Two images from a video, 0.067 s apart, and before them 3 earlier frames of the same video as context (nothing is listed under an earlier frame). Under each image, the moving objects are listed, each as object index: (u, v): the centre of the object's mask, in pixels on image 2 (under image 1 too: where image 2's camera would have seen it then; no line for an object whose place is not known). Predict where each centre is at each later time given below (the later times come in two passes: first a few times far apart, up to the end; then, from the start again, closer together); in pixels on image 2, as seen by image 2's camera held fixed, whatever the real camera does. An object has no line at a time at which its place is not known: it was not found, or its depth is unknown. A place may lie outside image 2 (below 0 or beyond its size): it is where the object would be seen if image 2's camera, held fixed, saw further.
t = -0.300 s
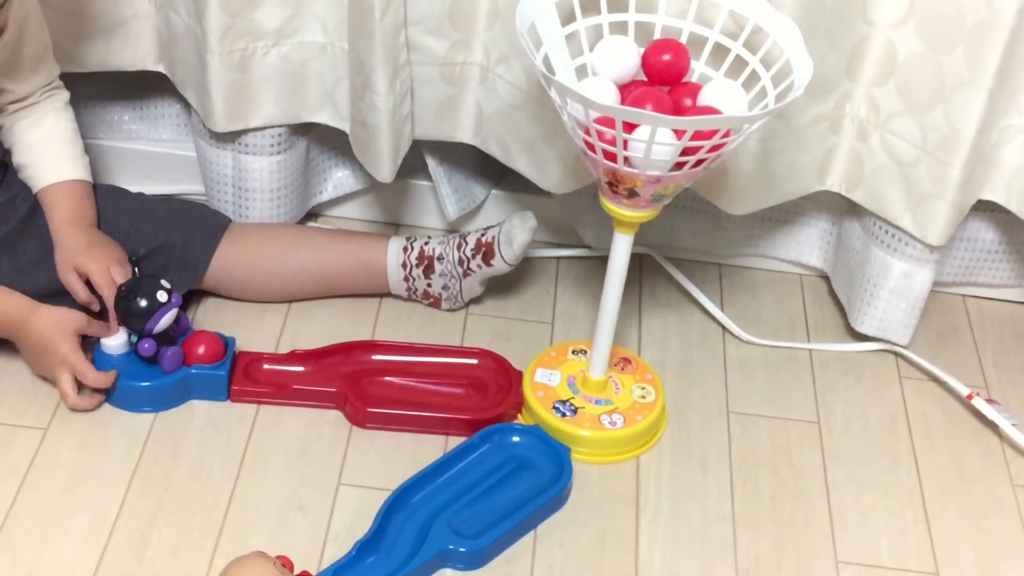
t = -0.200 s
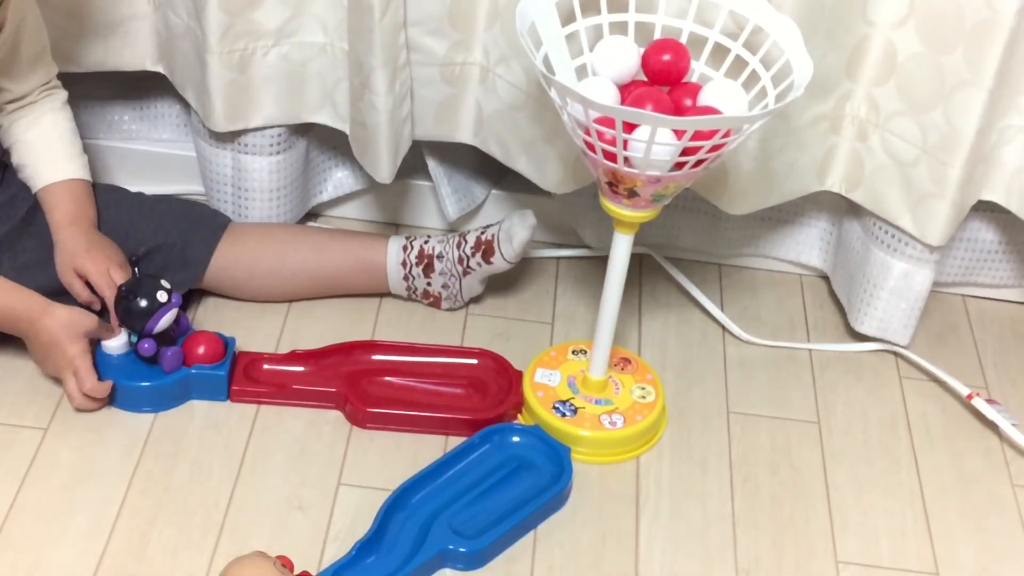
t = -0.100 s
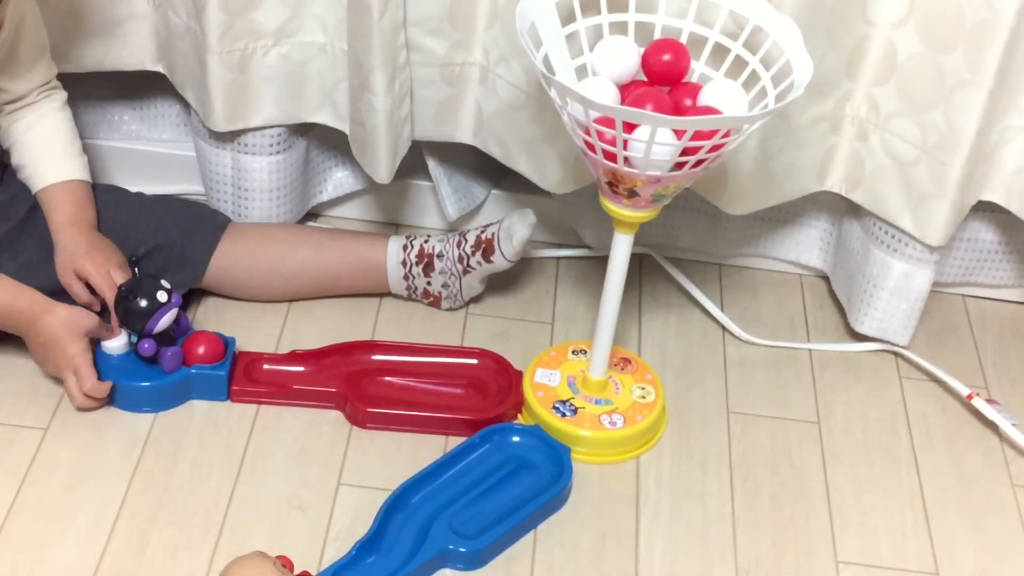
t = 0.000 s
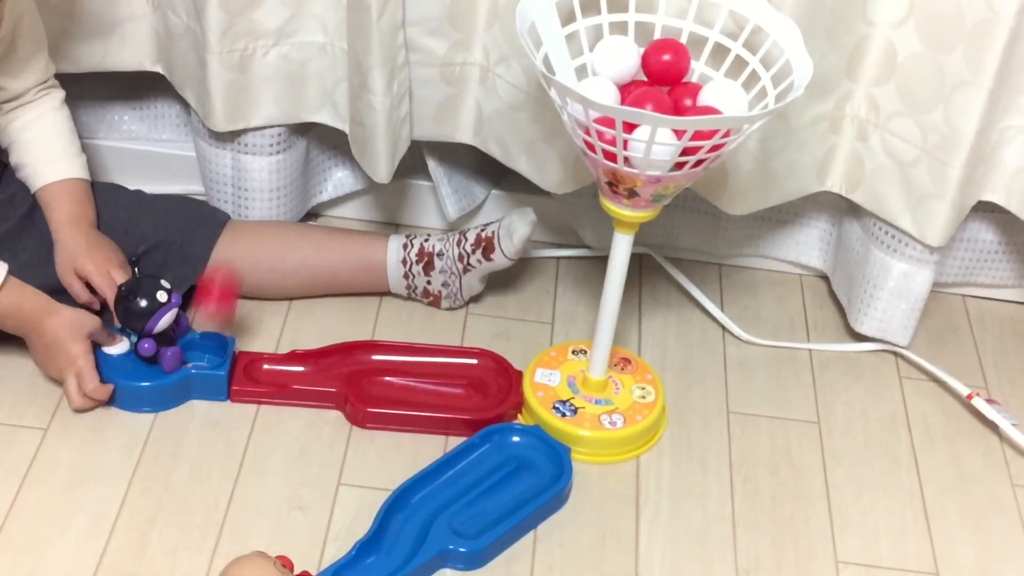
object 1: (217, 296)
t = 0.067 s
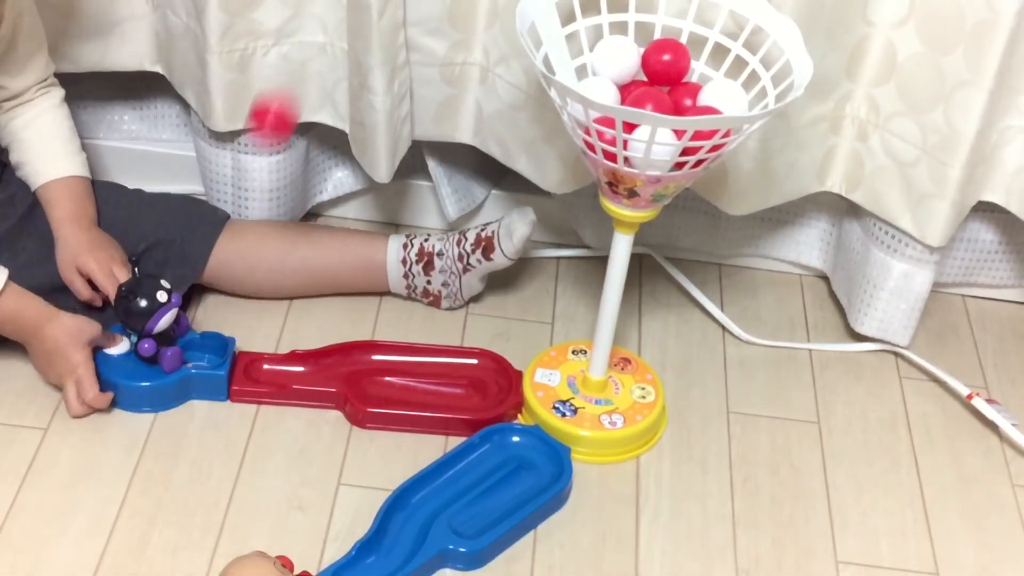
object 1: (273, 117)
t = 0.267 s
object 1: (460, 13)
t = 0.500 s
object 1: (586, 218)
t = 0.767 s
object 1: (508, 291)
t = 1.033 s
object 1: (526, 325)
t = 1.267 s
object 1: (545, 330)
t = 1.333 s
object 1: (549, 331)
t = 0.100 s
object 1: (304, 50)
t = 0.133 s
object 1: (339, 10)
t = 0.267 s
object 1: (460, 13)
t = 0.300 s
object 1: (487, 59)
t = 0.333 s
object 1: (510, 134)
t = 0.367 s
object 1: (527, 220)
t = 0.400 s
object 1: (540, 323)
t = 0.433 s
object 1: (564, 318)
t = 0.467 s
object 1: (584, 260)
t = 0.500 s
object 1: (586, 218)
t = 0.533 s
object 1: (581, 192)
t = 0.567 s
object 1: (569, 191)
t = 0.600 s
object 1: (552, 208)
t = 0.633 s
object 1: (532, 241)
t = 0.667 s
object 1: (511, 291)
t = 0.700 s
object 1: (499, 320)
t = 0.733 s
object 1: (504, 296)
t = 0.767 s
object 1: (508, 291)
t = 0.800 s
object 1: (509, 304)
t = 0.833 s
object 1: (509, 325)
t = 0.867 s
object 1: (512, 320)
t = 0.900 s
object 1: (514, 325)
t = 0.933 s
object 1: (516, 325)
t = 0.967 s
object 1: (519, 326)
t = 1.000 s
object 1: (522, 326)
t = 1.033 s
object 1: (526, 325)
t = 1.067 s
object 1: (529, 327)
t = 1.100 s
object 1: (534, 324)
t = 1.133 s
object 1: (535, 329)
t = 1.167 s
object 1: (538, 329)
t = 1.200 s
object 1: (541, 330)
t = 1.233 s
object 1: (543, 330)
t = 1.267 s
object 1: (545, 330)
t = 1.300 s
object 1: (547, 331)
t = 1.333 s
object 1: (549, 331)
